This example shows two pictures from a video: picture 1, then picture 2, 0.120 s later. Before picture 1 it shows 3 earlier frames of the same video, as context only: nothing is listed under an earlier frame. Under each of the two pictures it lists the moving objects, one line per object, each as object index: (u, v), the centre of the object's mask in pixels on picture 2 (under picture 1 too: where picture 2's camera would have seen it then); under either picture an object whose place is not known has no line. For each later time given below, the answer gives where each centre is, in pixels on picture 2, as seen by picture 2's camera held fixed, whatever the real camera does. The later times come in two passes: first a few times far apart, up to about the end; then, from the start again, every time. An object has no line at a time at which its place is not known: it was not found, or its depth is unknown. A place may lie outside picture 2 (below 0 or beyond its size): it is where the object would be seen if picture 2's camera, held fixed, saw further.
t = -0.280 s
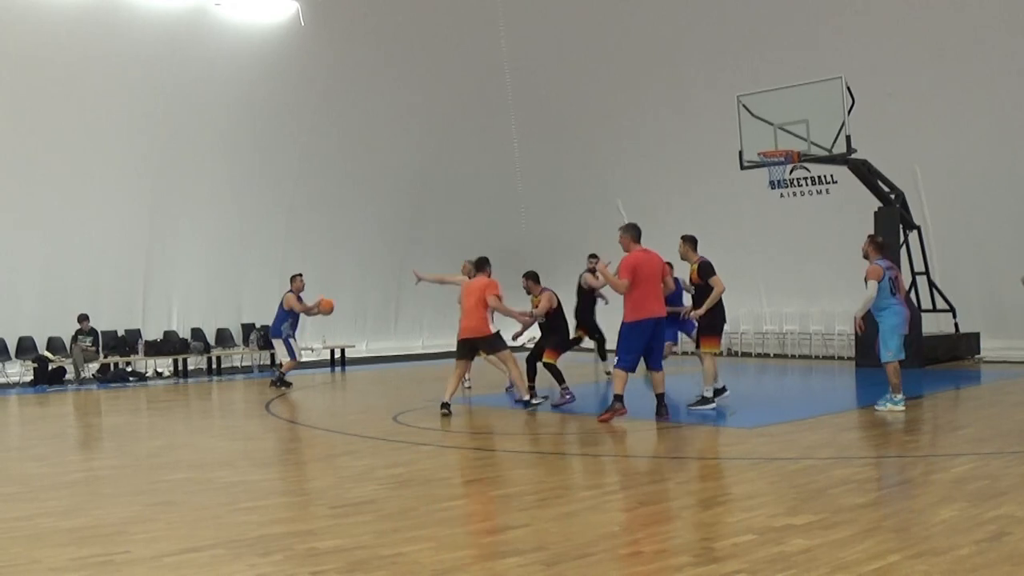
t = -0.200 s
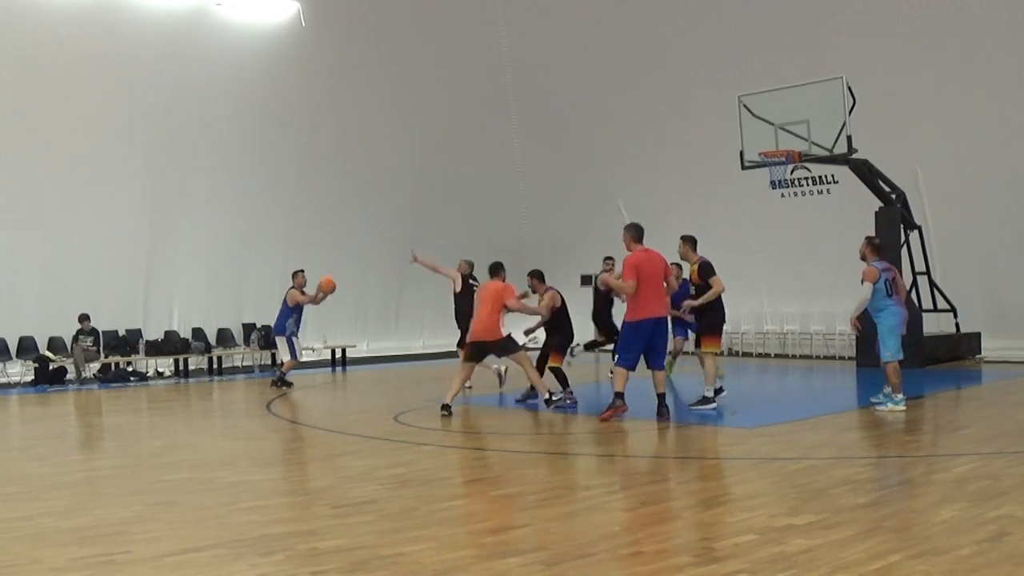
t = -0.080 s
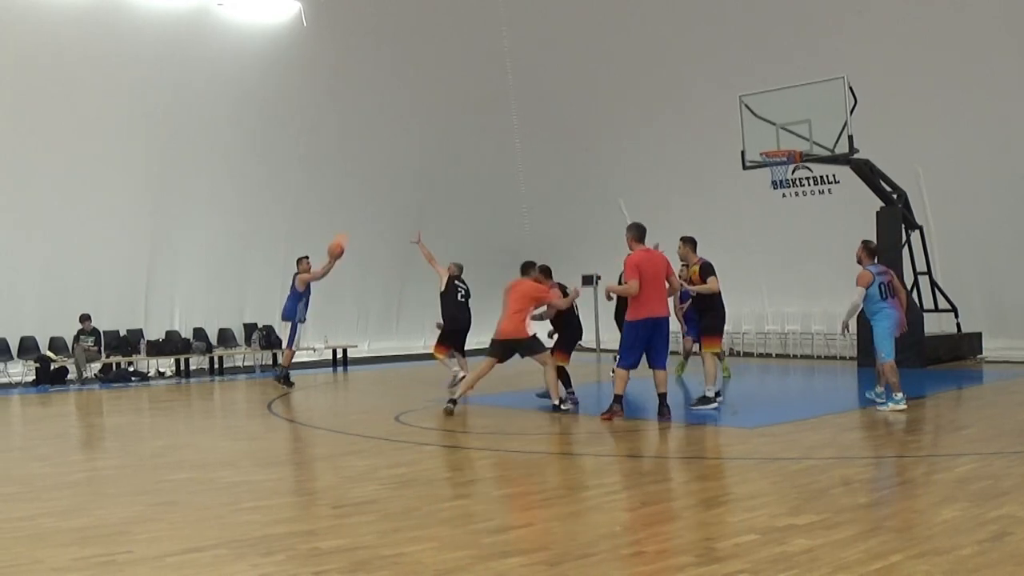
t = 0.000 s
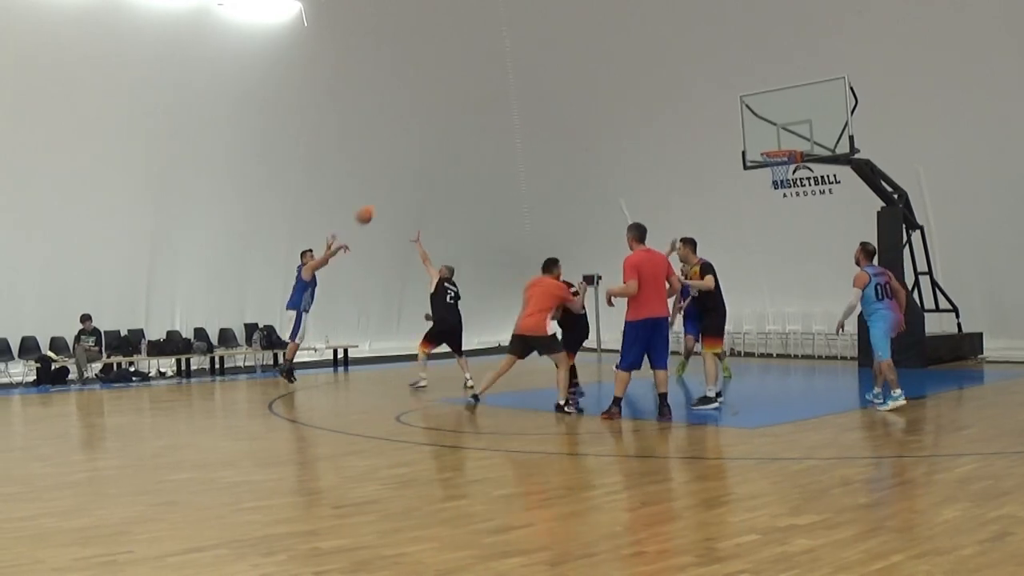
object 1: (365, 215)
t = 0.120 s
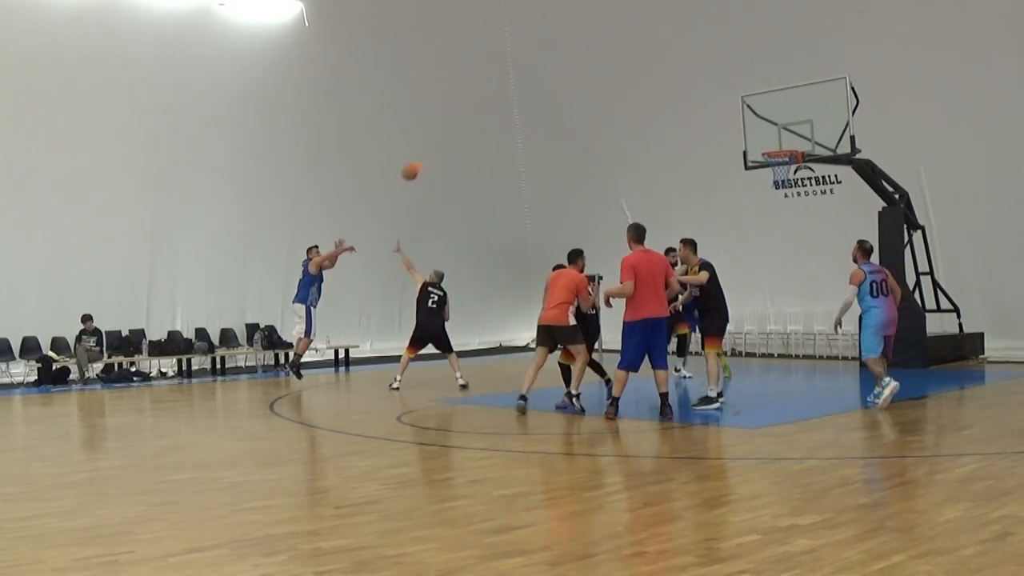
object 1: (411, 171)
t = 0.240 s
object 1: (456, 136)
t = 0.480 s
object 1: (549, 93)
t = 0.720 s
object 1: (645, 90)
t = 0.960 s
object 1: (745, 127)
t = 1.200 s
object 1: (777, 198)
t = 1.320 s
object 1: (766, 241)
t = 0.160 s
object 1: (426, 158)
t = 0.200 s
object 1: (441, 146)
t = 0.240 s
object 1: (456, 136)
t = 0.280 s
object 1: (471, 127)
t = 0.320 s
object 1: (487, 117)
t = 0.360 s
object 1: (502, 110)
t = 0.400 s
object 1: (519, 103)
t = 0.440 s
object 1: (533, 98)
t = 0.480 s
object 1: (549, 93)
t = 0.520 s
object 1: (565, 90)
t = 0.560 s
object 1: (580, 87)
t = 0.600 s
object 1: (597, 87)
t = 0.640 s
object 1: (613, 86)
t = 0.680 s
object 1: (629, 87)
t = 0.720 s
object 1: (645, 90)
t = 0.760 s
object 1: (661, 93)
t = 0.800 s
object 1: (678, 97)
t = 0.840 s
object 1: (695, 103)
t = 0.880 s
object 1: (711, 109)
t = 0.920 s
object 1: (728, 117)
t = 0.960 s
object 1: (745, 127)
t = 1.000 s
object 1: (762, 136)
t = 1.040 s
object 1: (779, 146)
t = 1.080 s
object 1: (789, 162)
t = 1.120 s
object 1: (785, 173)
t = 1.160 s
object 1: (781, 186)
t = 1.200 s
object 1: (777, 198)
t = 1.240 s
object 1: (774, 211)
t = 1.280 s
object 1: (770, 225)
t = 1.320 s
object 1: (766, 241)
